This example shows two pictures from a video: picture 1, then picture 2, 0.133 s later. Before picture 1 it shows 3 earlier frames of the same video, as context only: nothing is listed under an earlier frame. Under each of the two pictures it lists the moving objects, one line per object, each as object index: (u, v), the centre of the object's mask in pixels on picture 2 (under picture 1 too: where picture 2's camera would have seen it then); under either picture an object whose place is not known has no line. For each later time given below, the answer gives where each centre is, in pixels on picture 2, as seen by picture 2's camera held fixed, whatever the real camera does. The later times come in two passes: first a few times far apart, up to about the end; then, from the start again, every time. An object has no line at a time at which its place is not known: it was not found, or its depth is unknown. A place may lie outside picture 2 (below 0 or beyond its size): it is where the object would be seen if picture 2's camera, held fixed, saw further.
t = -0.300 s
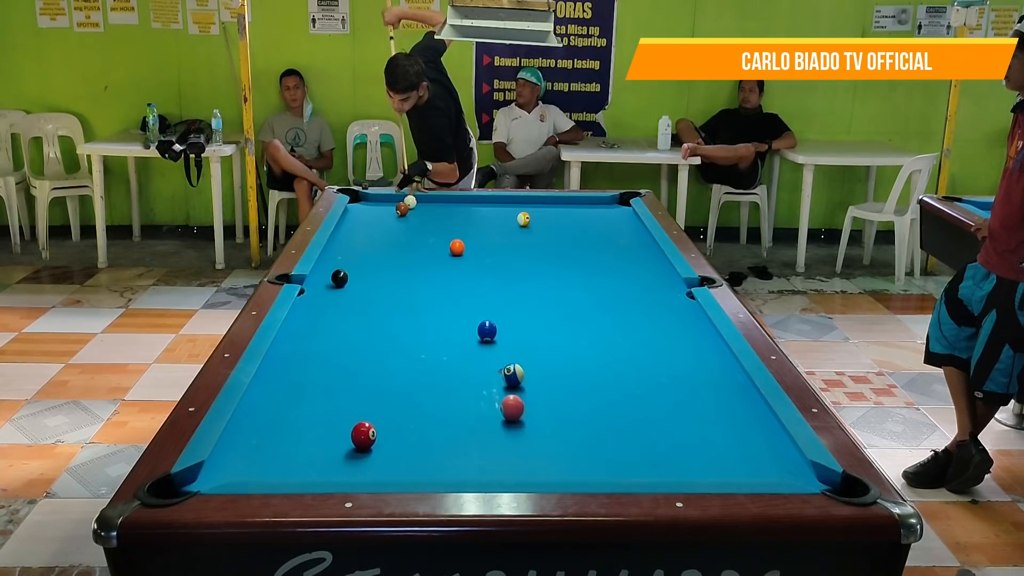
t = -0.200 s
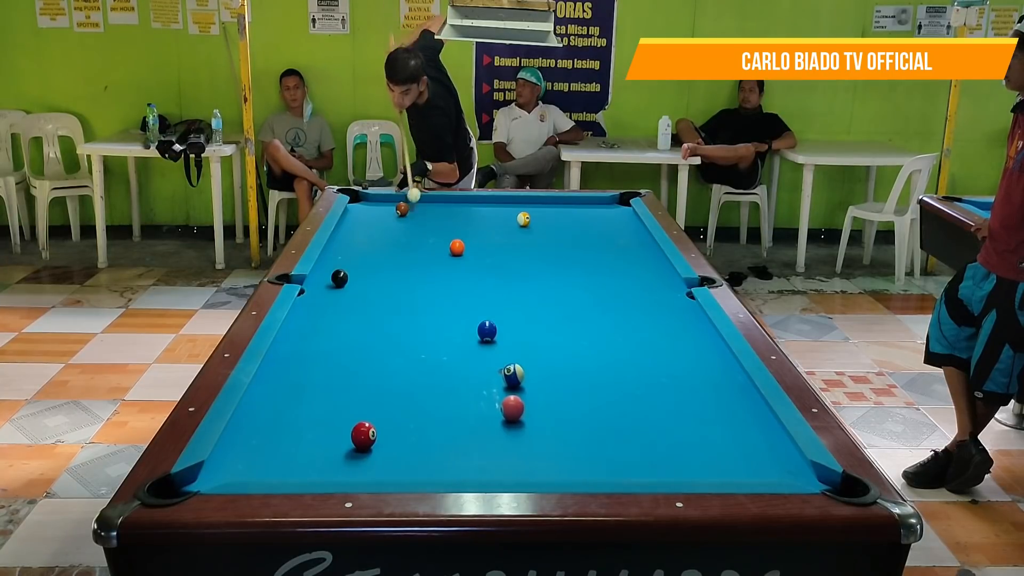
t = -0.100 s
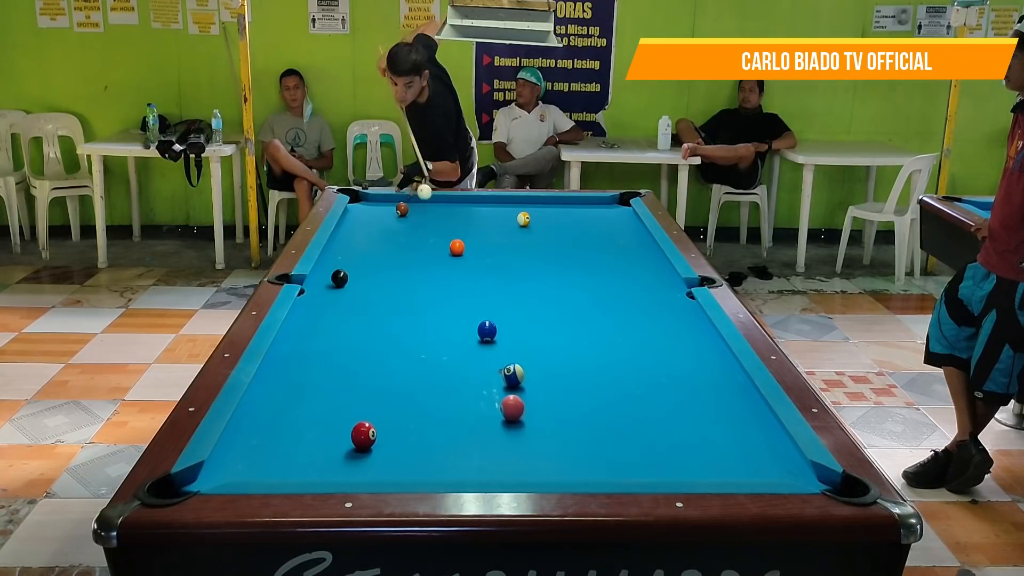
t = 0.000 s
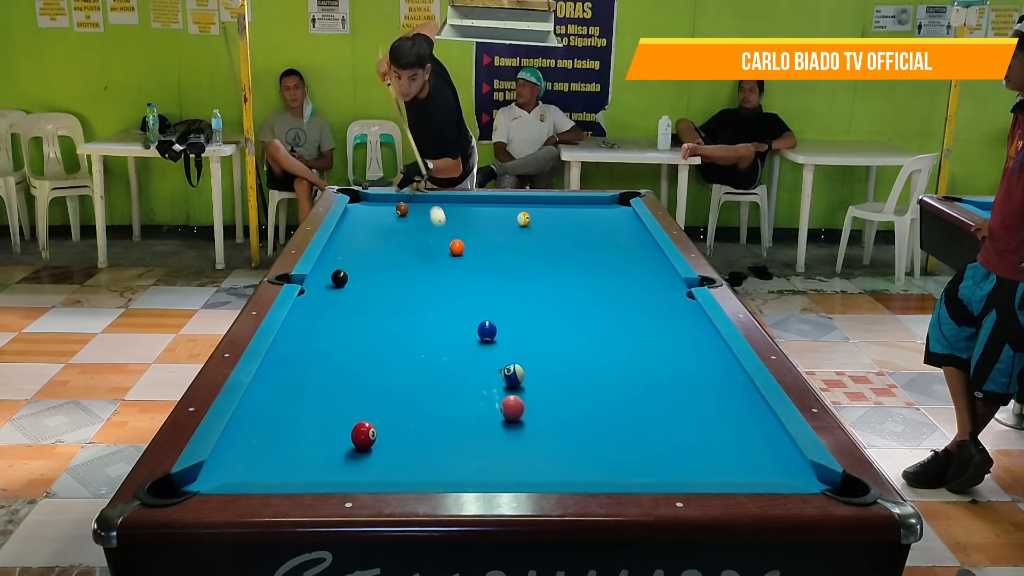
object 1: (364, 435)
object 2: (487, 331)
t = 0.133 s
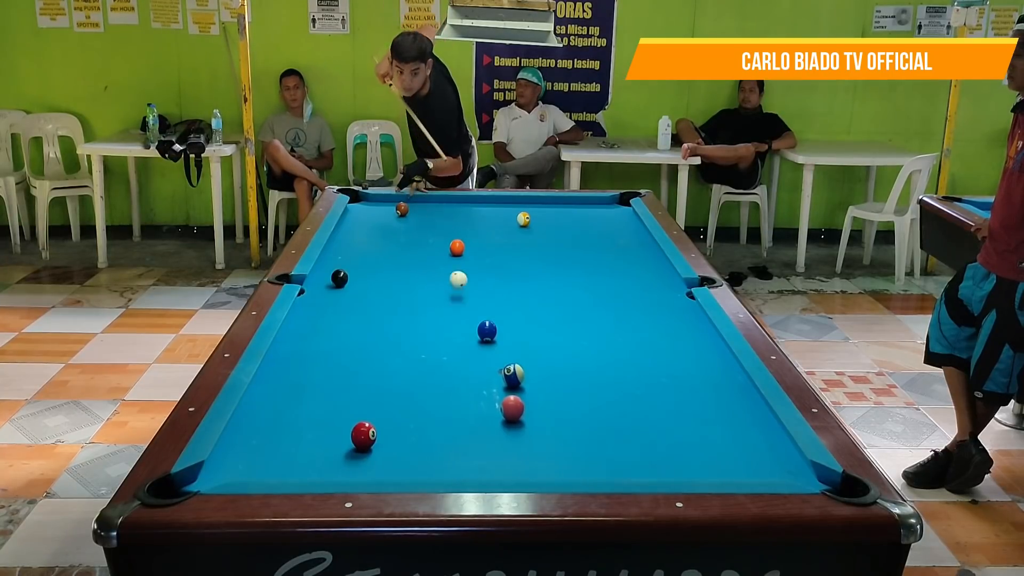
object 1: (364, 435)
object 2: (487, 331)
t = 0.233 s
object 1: (363, 435)
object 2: (487, 331)
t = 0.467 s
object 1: (364, 435)
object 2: (547, 364)
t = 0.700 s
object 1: (364, 435)
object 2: (618, 414)
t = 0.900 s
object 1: (364, 435)
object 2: (692, 460)
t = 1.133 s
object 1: (364, 435)
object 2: (738, 458)
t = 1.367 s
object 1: (354, 430)
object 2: (755, 430)
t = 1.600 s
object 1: (339, 423)
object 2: (751, 409)
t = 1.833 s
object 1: (325, 416)
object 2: (724, 390)
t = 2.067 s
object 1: (313, 411)
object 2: (699, 374)
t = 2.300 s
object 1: (302, 406)
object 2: (678, 361)
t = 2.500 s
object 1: (294, 402)
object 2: (661, 350)
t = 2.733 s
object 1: (286, 399)
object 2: (644, 339)
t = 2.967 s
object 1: (279, 396)
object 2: (629, 329)
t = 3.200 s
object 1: (274, 394)
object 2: (616, 320)
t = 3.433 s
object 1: (269, 392)
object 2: (603, 312)
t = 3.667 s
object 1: (266, 391)
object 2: (593, 305)
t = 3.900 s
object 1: (265, 391)
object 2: (583, 299)
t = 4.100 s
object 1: (265, 391)
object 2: (575, 294)
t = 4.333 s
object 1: (265, 391)
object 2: (567, 289)
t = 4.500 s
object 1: (265, 391)
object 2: (562, 286)
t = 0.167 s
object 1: (363, 435)
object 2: (487, 331)
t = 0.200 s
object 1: (364, 435)
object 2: (487, 331)
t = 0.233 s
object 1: (363, 435)
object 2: (487, 331)
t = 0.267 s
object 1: (364, 435)
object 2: (493, 328)
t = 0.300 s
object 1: (364, 435)
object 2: (501, 328)
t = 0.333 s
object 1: (364, 435)
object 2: (510, 331)
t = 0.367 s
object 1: (364, 435)
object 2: (519, 337)
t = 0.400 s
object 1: (364, 435)
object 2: (529, 349)
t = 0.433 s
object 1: (364, 435)
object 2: (538, 361)
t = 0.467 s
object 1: (364, 435)
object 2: (547, 364)
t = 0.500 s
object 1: (364, 435)
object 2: (556, 371)
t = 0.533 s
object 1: (364, 436)
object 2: (566, 379)
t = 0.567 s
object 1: (364, 435)
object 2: (575, 386)
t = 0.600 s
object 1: (364, 436)
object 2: (586, 393)
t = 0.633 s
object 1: (364, 435)
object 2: (596, 399)
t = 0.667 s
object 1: (364, 435)
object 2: (607, 406)
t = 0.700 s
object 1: (364, 435)
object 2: (618, 414)
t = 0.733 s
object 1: (364, 435)
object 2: (630, 420)
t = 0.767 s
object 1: (364, 435)
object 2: (641, 428)
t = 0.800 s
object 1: (364, 435)
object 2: (653, 435)
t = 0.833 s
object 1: (364, 435)
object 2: (666, 444)
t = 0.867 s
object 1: (364, 435)
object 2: (679, 451)
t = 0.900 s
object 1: (364, 435)
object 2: (692, 460)
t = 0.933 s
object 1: (364, 435)
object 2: (706, 466)
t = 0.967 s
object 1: (364, 435)
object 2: (720, 471)
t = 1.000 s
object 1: (364, 435)
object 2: (726, 471)
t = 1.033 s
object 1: (364, 435)
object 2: (729, 468)
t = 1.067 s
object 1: (364, 435)
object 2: (732, 466)
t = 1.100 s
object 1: (364, 435)
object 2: (735, 462)
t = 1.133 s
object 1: (364, 435)
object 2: (738, 458)
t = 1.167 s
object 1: (363, 435)
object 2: (740, 454)
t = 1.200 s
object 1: (363, 435)
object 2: (743, 449)
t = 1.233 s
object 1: (362, 435)
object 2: (746, 446)
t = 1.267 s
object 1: (361, 434)
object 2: (748, 441)
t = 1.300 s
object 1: (359, 433)
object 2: (751, 438)
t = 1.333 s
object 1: (356, 432)
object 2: (753, 434)
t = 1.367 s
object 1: (354, 430)
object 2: (755, 430)
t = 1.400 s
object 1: (352, 429)
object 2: (758, 427)
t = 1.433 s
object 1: (350, 428)
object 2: (760, 423)
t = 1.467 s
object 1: (347, 427)
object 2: (763, 420)
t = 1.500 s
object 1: (345, 426)
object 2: (764, 417)
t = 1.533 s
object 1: (343, 425)
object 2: (760, 414)
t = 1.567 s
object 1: (341, 424)
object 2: (756, 411)
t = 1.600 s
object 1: (339, 423)
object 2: (751, 409)
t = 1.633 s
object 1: (337, 422)
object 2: (747, 406)
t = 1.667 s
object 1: (335, 421)
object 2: (743, 403)
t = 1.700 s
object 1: (333, 420)
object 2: (739, 400)
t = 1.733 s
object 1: (330, 419)
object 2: (735, 397)
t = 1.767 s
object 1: (329, 418)
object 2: (731, 395)
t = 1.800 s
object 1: (327, 417)
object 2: (727, 393)
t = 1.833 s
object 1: (325, 416)
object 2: (724, 390)
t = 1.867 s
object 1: (323, 416)
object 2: (720, 388)
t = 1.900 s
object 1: (321, 415)
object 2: (717, 386)
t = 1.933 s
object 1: (319, 414)
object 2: (713, 383)
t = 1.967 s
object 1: (318, 413)
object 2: (709, 381)
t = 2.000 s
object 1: (316, 412)
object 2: (706, 379)
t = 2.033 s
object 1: (314, 412)
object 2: (703, 377)
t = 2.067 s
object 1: (313, 411)
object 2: (699, 374)
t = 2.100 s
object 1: (311, 410)
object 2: (696, 372)
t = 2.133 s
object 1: (310, 409)
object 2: (693, 370)
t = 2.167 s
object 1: (308, 409)
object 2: (690, 368)
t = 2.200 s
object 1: (307, 408)
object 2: (687, 366)
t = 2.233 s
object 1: (305, 407)
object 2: (684, 364)
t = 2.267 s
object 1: (304, 406)
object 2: (681, 362)
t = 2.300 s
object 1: (302, 406)
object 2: (678, 361)
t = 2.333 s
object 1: (301, 405)
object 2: (675, 359)
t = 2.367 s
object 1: (300, 404)
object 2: (672, 357)
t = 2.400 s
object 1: (298, 404)
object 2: (669, 355)
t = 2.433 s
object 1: (297, 403)
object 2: (666, 353)
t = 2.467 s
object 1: (296, 402)
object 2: (664, 352)
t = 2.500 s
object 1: (294, 402)
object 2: (661, 350)
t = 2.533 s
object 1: (293, 402)
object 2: (659, 348)
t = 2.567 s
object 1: (292, 401)
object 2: (656, 347)
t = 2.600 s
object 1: (291, 400)
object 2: (654, 345)
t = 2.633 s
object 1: (290, 400)
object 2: (651, 343)
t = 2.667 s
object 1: (289, 399)
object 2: (649, 342)
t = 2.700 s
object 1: (287, 399)
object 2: (646, 340)
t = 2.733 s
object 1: (286, 399)
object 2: (644, 339)
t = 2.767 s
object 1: (285, 398)
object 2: (642, 337)
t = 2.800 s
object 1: (284, 398)
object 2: (639, 336)
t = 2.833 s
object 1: (283, 398)
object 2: (637, 334)
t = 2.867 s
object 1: (282, 397)
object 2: (635, 333)
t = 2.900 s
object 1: (281, 397)
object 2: (633, 332)
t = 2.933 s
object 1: (280, 397)
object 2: (631, 330)
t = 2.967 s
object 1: (279, 396)
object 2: (629, 329)
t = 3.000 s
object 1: (278, 396)
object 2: (627, 327)
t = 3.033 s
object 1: (278, 395)
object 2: (625, 326)
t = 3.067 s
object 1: (277, 395)
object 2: (623, 325)
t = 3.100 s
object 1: (276, 395)
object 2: (621, 324)
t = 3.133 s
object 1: (275, 394)
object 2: (619, 323)
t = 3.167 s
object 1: (274, 394)
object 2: (617, 321)
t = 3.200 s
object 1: (274, 394)
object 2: (616, 320)
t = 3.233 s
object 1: (273, 394)
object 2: (614, 319)
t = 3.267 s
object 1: (272, 393)
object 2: (612, 318)
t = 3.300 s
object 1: (272, 393)
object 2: (610, 316)
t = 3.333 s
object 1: (271, 393)
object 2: (608, 316)
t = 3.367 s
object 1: (271, 393)
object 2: (607, 315)
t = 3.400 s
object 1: (270, 393)
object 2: (605, 314)
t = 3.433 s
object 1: (269, 392)
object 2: (603, 312)
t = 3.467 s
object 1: (269, 392)
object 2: (602, 311)
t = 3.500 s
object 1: (268, 392)
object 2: (600, 310)
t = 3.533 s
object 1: (268, 392)
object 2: (599, 309)
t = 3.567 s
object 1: (268, 392)
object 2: (597, 308)
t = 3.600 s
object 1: (267, 392)
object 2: (596, 307)
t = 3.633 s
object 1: (267, 392)
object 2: (594, 306)
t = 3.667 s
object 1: (266, 391)
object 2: (593, 305)
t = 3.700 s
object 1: (266, 392)
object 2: (591, 305)
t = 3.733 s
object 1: (266, 392)
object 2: (590, 304)
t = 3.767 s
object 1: (266, 392)
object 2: (588, 303)
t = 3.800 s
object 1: (265, 391)
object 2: (587, 302)
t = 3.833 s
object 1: (265, 391)
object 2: (586, 301)
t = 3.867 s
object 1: (265, 391)
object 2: (584, 300)
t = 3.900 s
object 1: (265, 391)
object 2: (583, 299)
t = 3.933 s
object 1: (265, 391)
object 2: (582, 298)
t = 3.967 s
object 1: (265, 391)
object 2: (580, 298)
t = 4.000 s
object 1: (265, 391)
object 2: (579, 297)
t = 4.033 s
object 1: (265, 391)
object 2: (578, 296)
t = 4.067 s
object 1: (265, 391)
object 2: (576, 295)
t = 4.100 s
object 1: (265, 391)
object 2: (575, 294)
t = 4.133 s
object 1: (265, 391)
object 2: (573, 294)
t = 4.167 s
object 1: (265, 391)
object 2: (572, 293)
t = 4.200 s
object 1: (265, 391)
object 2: (571, 292)
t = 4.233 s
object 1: (265, 391)
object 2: (570, 291)
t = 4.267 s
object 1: (265, 391)
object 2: (569, 290)
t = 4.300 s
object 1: (265, 391)
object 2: (568, 290)
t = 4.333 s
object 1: (265, 391)
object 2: (567, 289)
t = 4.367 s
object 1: (265, 391)
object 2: (566, 289)
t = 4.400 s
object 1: (265, 391)
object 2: (565, 288)
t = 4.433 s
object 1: (265, 391)
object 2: (564, 288)
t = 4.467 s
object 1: (265, 391)
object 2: (563, 287)
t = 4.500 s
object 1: (265, 391)
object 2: (562, 286)
